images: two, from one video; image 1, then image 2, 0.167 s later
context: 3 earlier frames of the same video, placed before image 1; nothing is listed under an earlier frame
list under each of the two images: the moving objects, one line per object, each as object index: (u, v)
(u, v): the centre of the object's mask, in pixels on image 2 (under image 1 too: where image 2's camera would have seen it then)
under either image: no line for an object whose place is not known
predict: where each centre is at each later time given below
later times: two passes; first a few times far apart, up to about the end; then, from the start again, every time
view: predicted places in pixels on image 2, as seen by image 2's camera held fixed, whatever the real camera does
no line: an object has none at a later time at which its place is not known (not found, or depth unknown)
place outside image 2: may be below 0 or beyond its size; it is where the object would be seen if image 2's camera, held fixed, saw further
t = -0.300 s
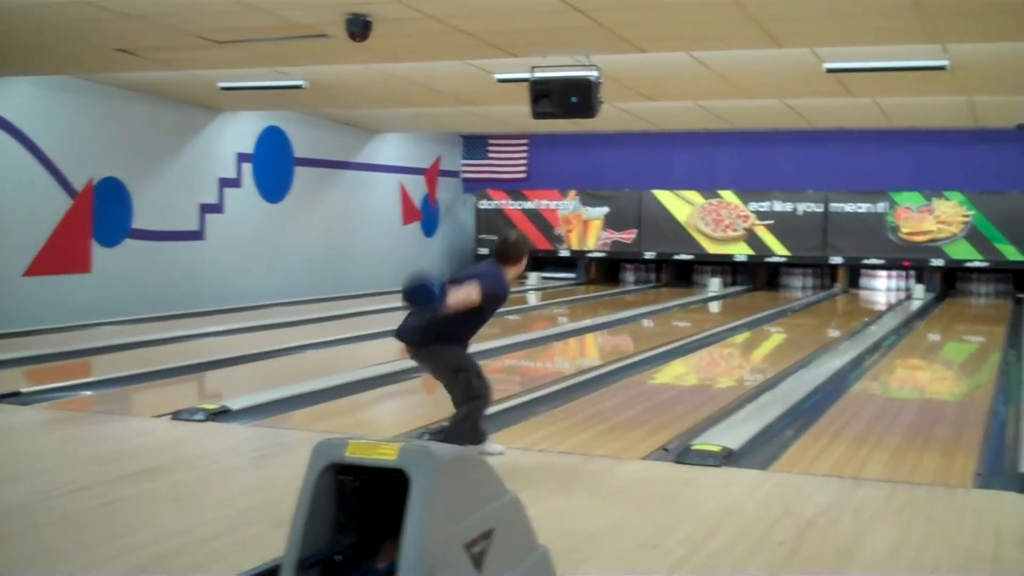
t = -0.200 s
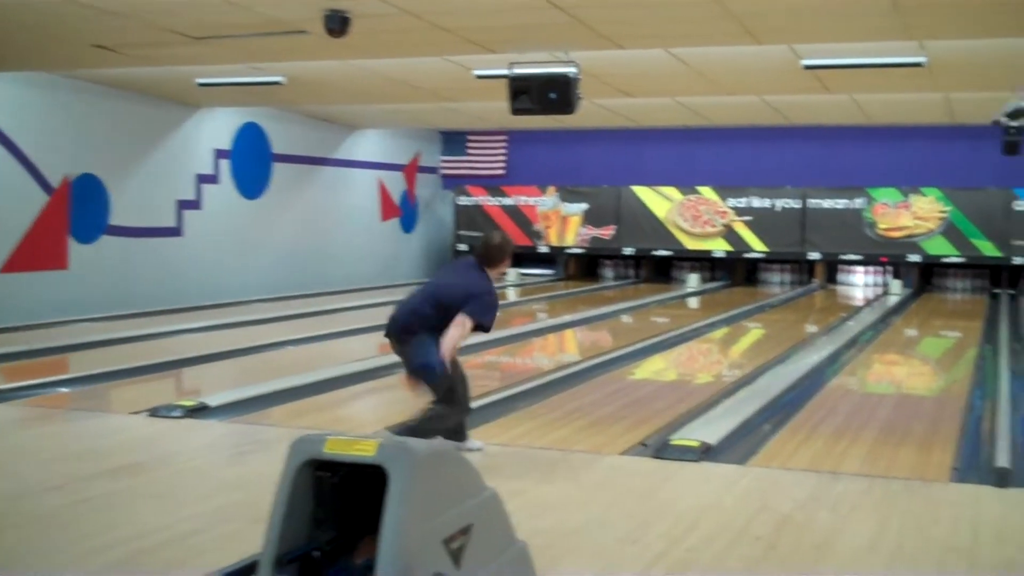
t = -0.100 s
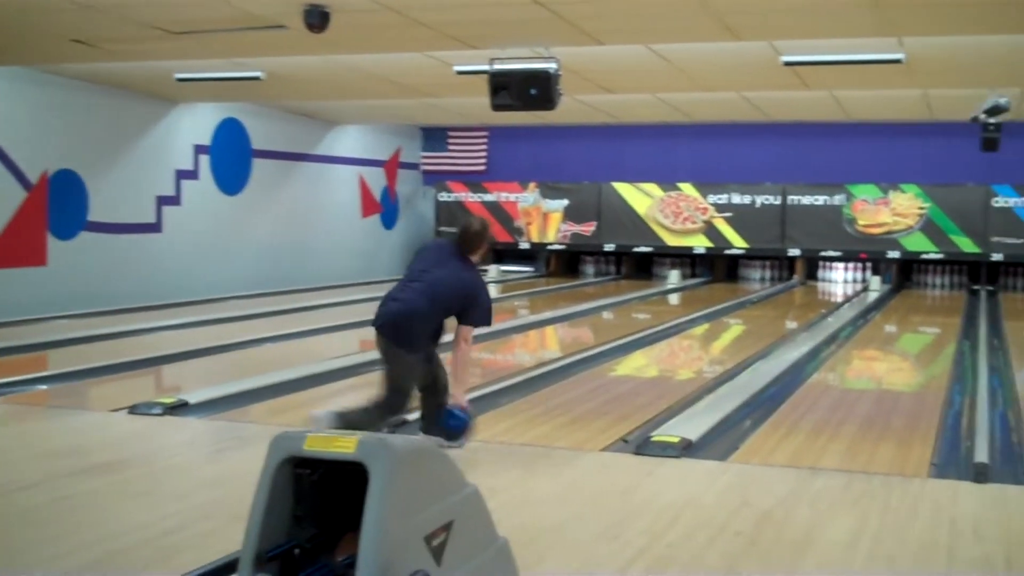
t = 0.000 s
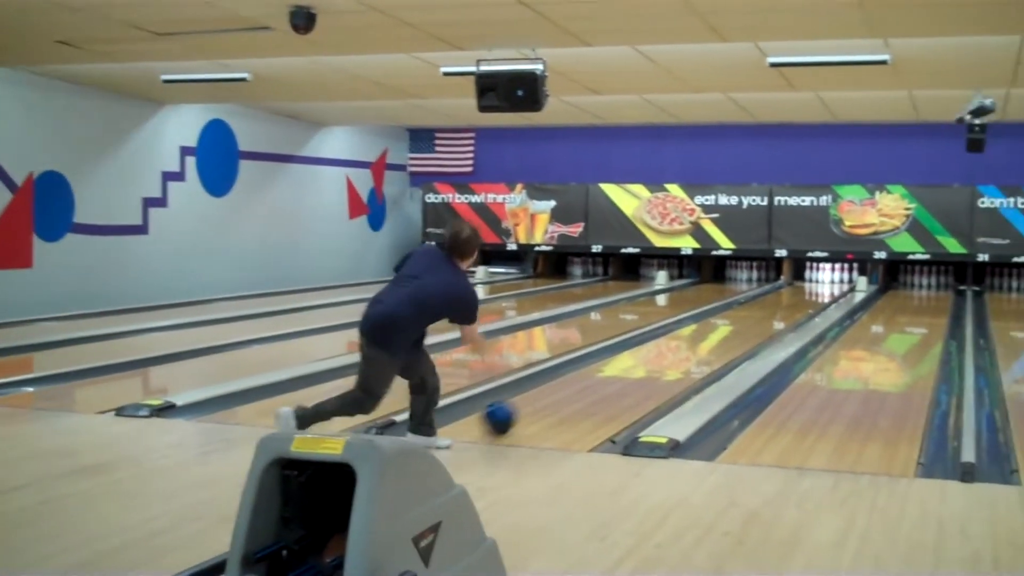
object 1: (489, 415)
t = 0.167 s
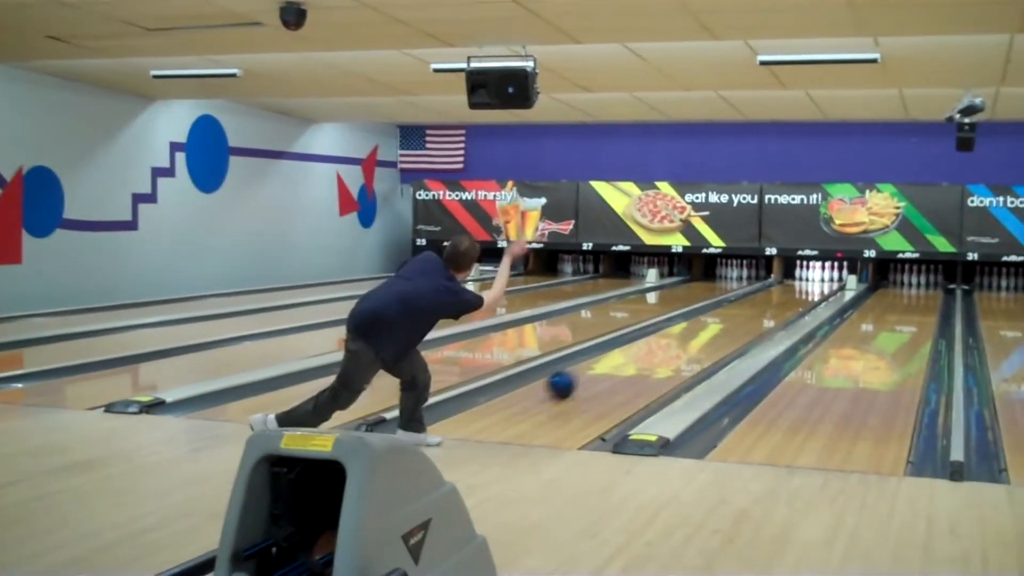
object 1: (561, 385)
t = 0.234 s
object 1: (584, 374)
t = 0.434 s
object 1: (641, 351)
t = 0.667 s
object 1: (689, 331)
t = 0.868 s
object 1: (721, 319)
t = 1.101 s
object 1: (749, 307)
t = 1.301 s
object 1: (770, 299)
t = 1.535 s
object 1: (789, 292)
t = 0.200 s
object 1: (573, 380)
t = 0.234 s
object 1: (584, 374)
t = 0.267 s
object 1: (595, 370)
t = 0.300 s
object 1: (605, 366)
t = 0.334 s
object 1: (615, 362)
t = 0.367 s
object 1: (624, 358)
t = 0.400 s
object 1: (632, 354)
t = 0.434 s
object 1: (641, 351)
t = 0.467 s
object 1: (649, 347)
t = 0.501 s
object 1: (656, 344)
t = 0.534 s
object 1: (663, 342)
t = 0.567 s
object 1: (670, 339)
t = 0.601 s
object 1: (677, 336)
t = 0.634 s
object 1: (683, 334)
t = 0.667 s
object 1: (689, 331)
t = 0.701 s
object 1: (694, 329)
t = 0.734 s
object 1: (700, 327)
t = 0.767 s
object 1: (706, 325)
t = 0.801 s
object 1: (710, 323)
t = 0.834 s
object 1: (716, 320)
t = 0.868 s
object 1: (721, 319)
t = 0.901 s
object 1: (725, 317)
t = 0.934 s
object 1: (730, 315)
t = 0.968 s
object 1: (734, 313)
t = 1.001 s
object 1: (738, 312)
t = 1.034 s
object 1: (742, 310)
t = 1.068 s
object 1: (746, 309)
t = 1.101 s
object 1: (749, 307)
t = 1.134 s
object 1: (754, 305)
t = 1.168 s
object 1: (757, 305)
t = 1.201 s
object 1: (760, 303)
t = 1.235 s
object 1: (763, 302)
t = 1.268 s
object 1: (767, 300)
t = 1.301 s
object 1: (770, 299)
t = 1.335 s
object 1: (773, 298)
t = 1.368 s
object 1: (776, 297)
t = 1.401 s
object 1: (779, 296)
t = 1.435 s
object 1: (781, 295)
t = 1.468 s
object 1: (784, 294)
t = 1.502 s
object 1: (787, 293)
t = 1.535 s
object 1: (789, 292)
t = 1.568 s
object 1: (791, 291)
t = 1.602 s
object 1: (794, 290)
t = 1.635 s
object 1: (796, 289)
